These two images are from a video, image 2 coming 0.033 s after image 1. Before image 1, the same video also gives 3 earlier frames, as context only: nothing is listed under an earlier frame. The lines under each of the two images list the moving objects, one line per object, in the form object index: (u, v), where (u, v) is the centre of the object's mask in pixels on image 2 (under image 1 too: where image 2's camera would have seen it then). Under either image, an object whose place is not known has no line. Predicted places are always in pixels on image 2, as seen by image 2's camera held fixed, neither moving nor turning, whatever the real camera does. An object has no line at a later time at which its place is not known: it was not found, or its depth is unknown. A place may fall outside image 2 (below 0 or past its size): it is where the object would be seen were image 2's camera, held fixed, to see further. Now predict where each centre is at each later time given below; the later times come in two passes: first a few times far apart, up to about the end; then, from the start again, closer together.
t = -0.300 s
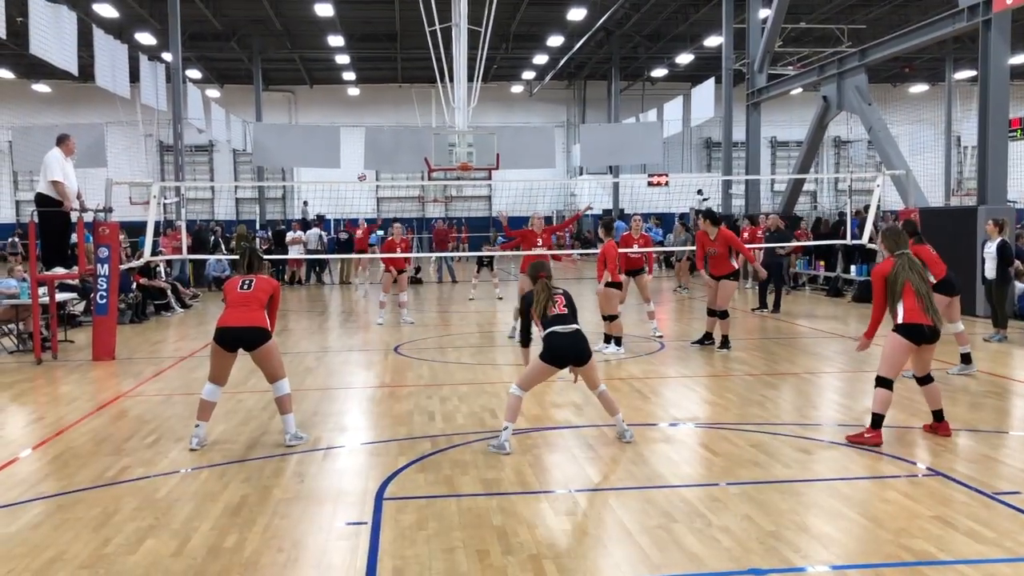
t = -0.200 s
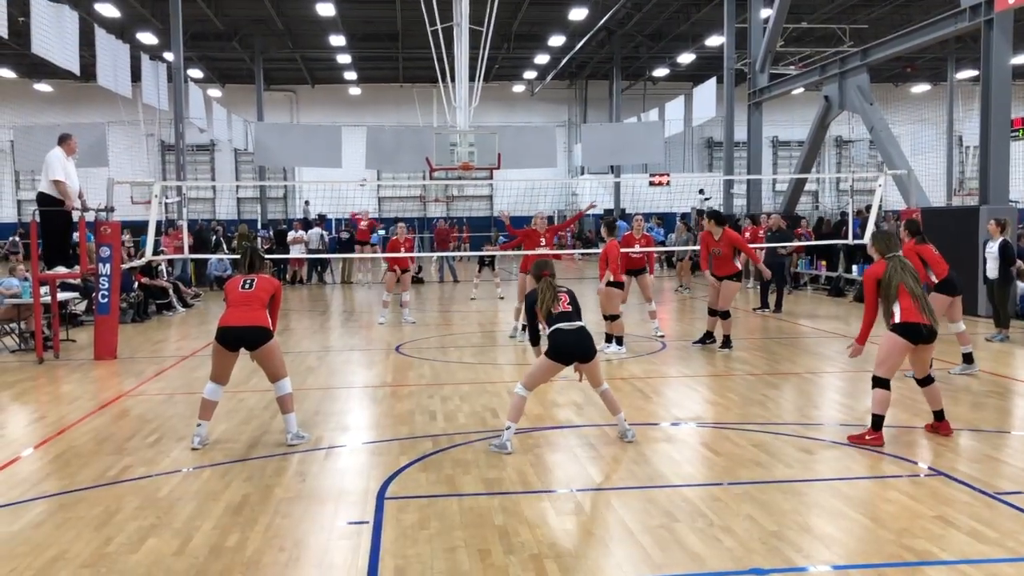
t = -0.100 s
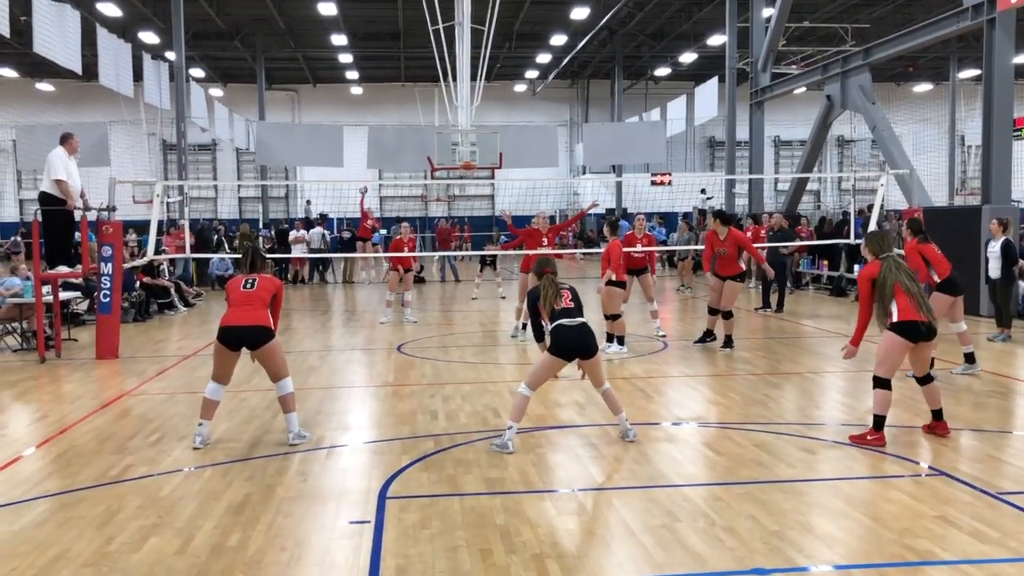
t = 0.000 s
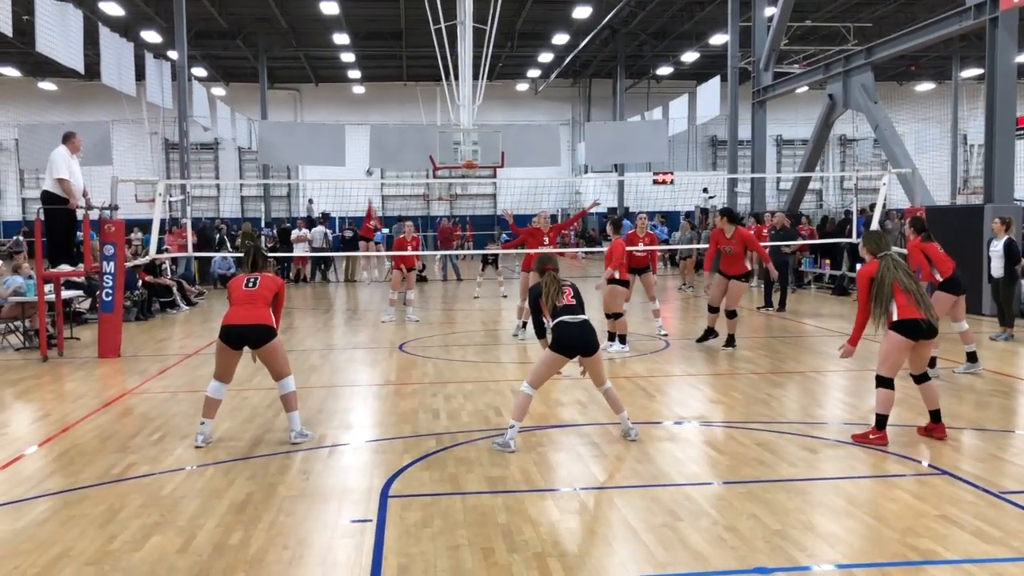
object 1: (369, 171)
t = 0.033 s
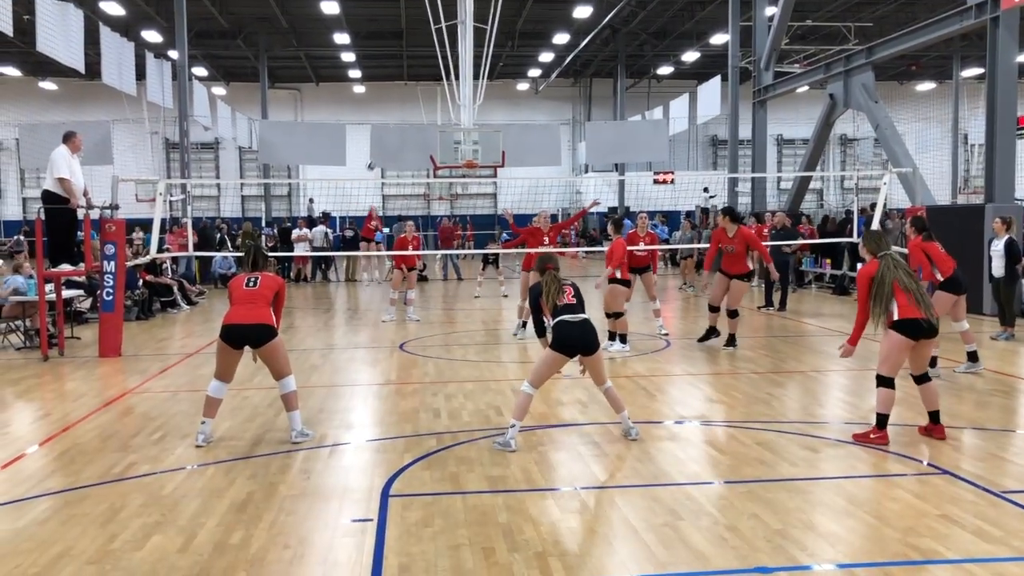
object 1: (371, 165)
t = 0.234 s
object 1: (378, 134)
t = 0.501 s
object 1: (388, 113)
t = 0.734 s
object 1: (396, 125)
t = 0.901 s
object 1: (403, 166)
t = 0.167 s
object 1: (376, 144)
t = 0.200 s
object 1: (377, 139)
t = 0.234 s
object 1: (378, 134)
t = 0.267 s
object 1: (379, 130)
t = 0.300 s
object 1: (380, 127)
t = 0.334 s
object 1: (381, 124)
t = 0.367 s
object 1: (383, 121)
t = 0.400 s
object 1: (383, 119)
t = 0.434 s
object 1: (385, 116)
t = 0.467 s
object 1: (386, 115)
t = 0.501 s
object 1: (388, 113)
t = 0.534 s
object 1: (389, 113)
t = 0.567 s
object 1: (390, 113)
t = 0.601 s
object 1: (391, 114)
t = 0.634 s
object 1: (393, 115)
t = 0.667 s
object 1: (394, 117)
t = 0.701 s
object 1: (395, 121)
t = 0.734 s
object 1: (396, 125)
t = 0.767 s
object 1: (397, 130)
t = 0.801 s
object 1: (399, 137)
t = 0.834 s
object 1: (401, 145)
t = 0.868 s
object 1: (402, 155)
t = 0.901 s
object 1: (403, 166)
